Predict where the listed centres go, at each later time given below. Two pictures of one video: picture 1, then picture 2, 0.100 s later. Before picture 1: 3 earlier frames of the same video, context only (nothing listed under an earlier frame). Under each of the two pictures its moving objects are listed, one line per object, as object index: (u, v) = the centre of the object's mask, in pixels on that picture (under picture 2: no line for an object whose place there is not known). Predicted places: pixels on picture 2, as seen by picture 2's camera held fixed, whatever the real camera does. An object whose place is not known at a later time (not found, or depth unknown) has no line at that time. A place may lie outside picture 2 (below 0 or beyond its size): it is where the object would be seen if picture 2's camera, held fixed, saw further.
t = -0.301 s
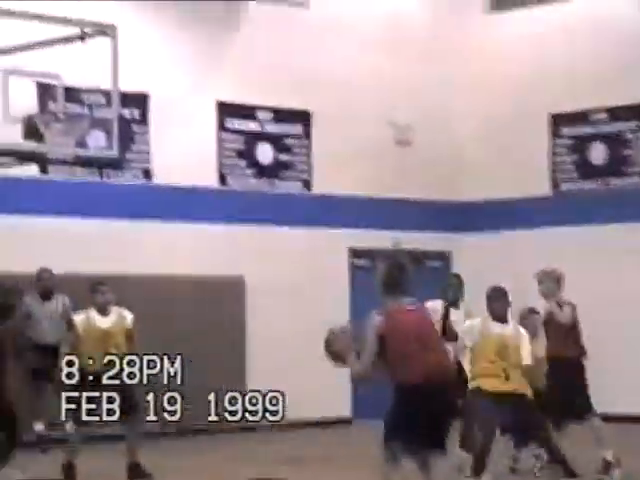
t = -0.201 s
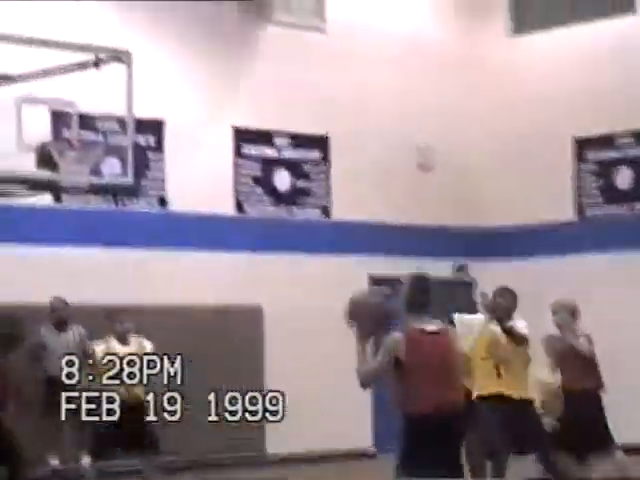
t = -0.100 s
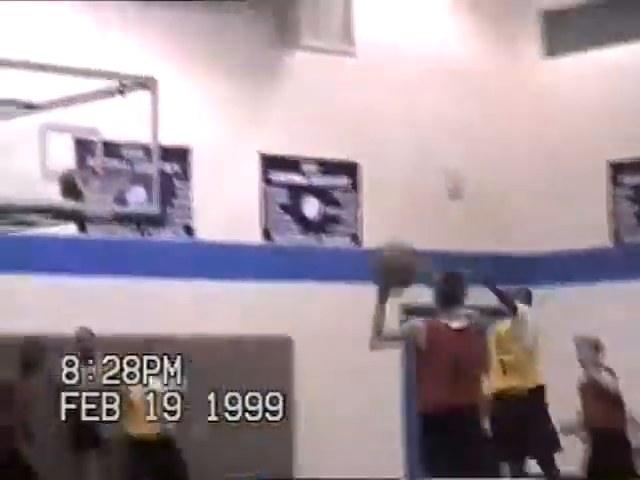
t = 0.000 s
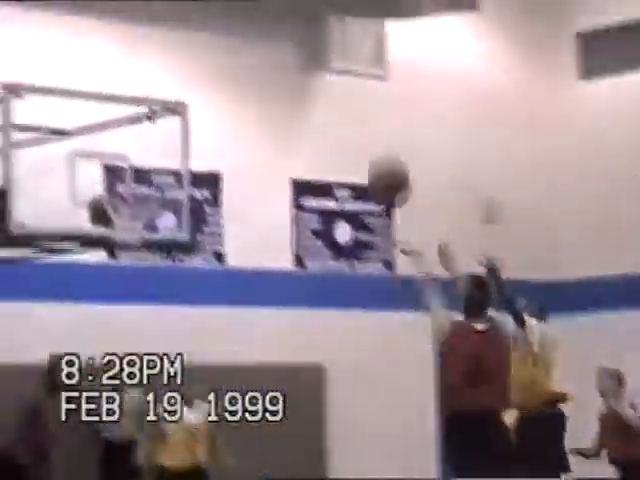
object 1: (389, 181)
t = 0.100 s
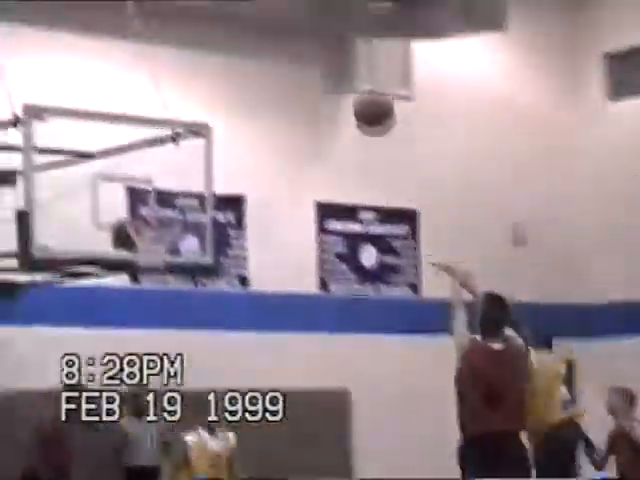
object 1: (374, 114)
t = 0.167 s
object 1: (350, 69)
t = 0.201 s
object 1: (340, 53)
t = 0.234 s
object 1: (328, 30)
